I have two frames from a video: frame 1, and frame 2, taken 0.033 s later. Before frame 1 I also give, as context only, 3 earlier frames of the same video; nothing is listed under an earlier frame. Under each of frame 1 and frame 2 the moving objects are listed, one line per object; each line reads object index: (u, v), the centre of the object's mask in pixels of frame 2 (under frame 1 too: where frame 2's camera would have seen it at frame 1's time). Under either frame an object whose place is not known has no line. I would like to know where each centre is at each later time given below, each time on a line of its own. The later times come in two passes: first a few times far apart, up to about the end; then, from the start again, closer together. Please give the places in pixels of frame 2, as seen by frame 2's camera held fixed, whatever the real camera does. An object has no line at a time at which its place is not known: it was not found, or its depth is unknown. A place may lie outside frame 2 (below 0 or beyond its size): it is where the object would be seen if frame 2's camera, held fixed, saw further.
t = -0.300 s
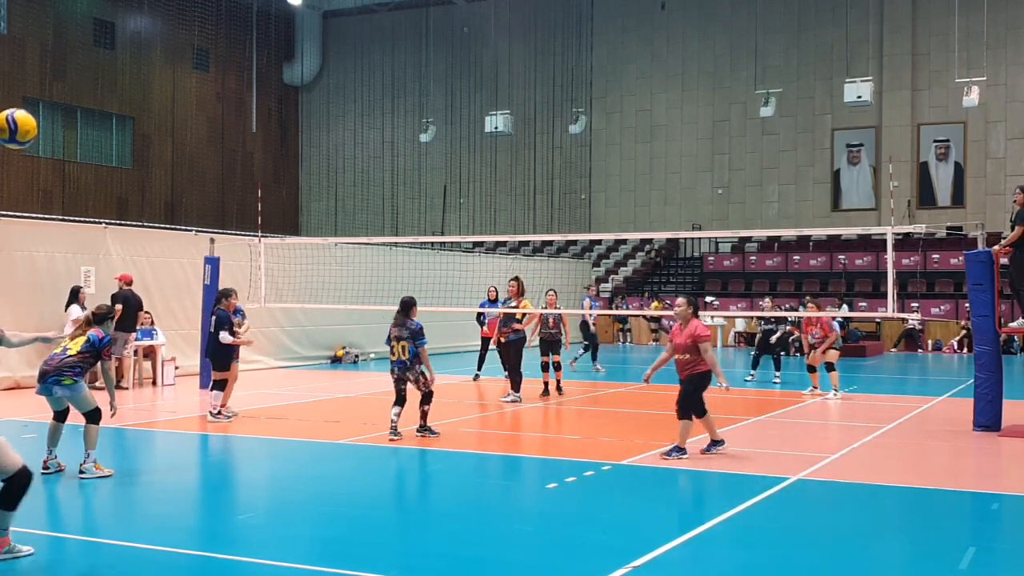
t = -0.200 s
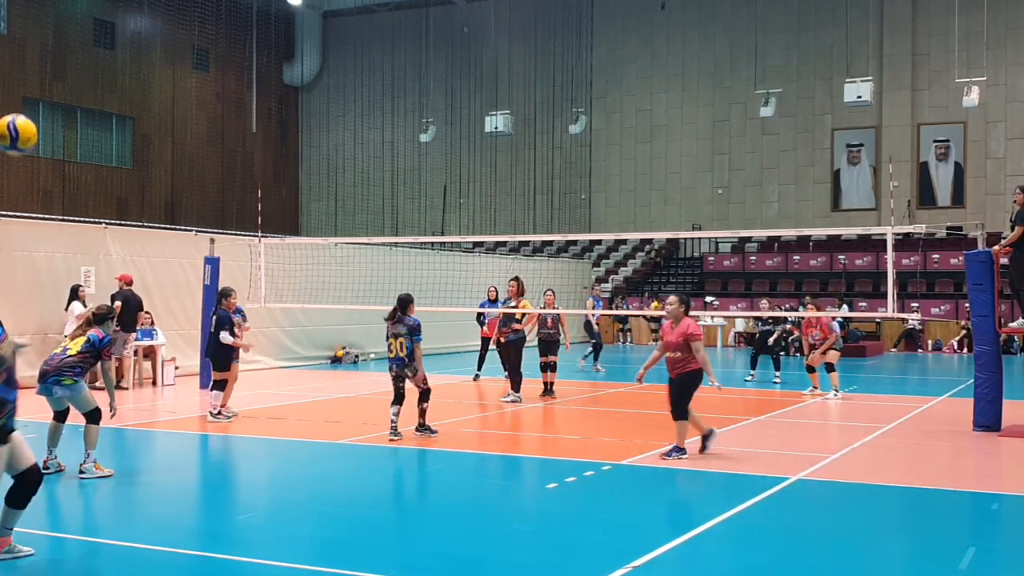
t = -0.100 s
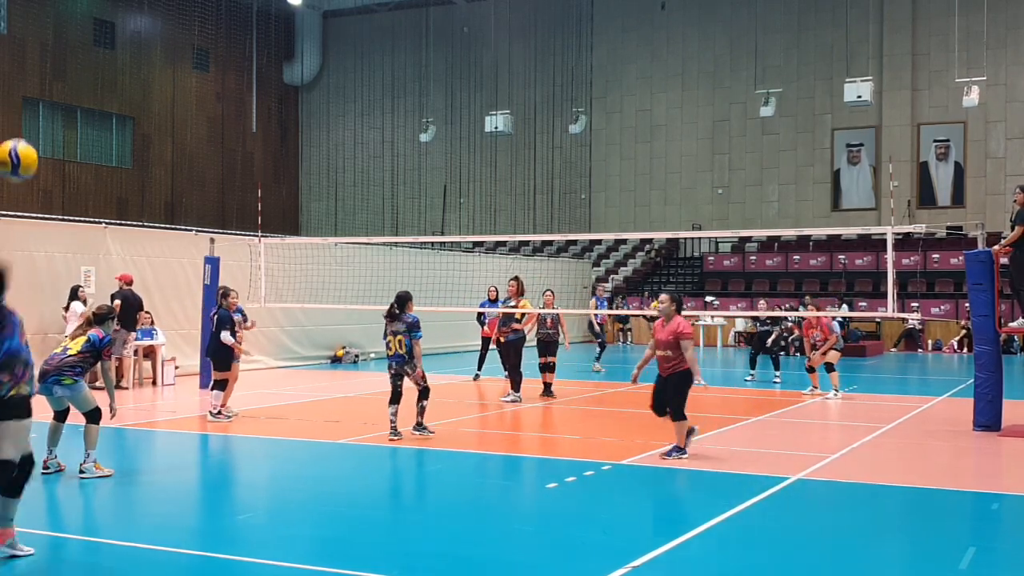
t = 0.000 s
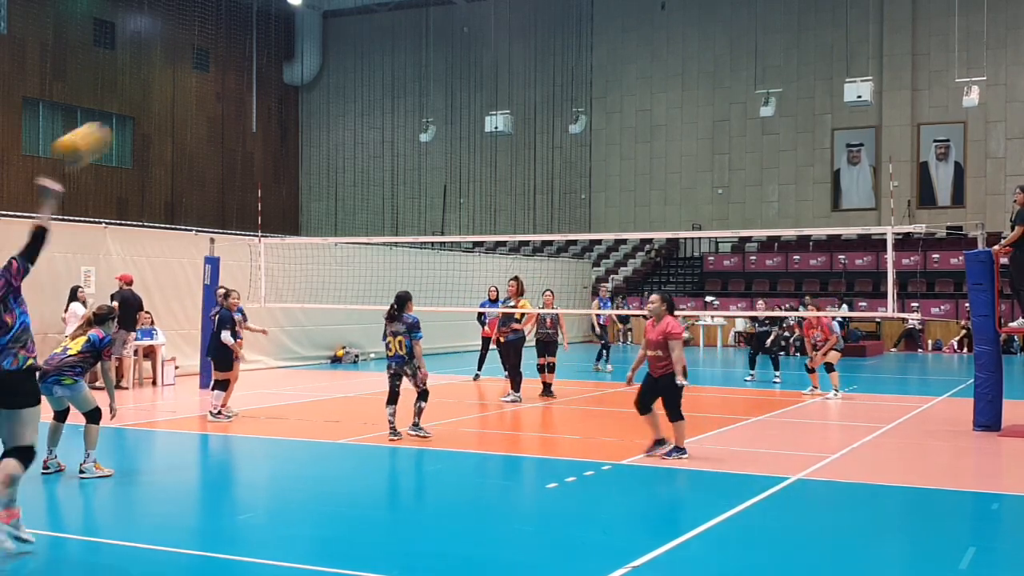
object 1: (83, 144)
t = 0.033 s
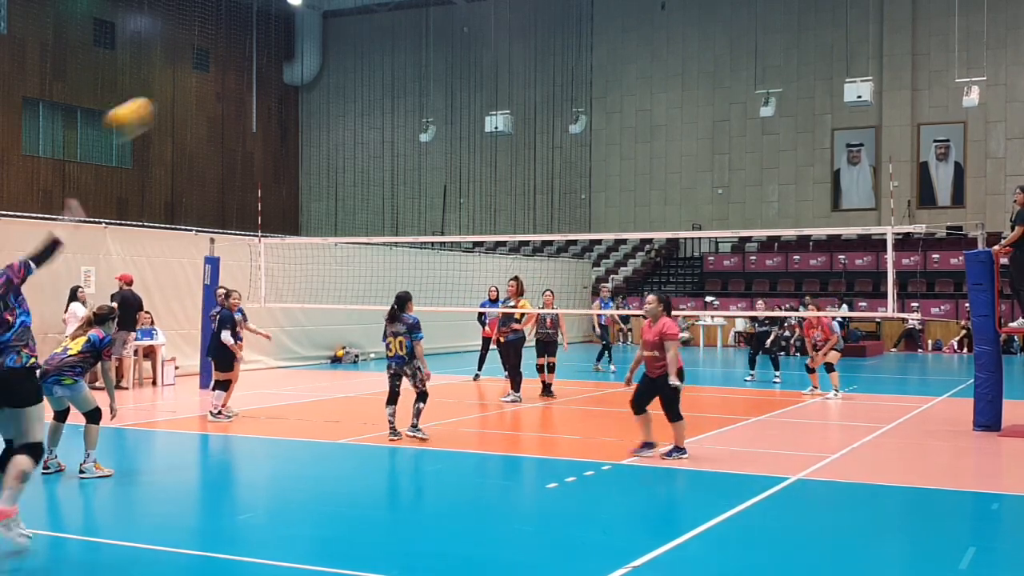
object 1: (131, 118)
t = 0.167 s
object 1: (273, 50)
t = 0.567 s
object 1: (489, 24)
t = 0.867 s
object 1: (557, 83)
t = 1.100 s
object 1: (586, 155)
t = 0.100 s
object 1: (209, 78)
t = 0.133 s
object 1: (242, 63)
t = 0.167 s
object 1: (273, 50)
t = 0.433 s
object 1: (439, 13)
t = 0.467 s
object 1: (453, 15)
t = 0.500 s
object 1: (466, 17)
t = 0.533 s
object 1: (478, 20)
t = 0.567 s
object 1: (489, 24)
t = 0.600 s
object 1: (499, 28)
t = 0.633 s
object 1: (508, 33)
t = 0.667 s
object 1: (517, 39)
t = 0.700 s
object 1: (525, 45)
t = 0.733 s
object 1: (532, 52)
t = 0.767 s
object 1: (539, 59)
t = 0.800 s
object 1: (545, 67)
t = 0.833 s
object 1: (552, 75)
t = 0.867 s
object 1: (557, 83)
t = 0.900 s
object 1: (561, 92)
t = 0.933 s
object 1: (567, 102)
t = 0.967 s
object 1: (571, 112)
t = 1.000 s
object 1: (575, 119)
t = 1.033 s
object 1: (579, 133)
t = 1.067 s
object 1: (583, 144)
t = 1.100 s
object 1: (586, 155)
